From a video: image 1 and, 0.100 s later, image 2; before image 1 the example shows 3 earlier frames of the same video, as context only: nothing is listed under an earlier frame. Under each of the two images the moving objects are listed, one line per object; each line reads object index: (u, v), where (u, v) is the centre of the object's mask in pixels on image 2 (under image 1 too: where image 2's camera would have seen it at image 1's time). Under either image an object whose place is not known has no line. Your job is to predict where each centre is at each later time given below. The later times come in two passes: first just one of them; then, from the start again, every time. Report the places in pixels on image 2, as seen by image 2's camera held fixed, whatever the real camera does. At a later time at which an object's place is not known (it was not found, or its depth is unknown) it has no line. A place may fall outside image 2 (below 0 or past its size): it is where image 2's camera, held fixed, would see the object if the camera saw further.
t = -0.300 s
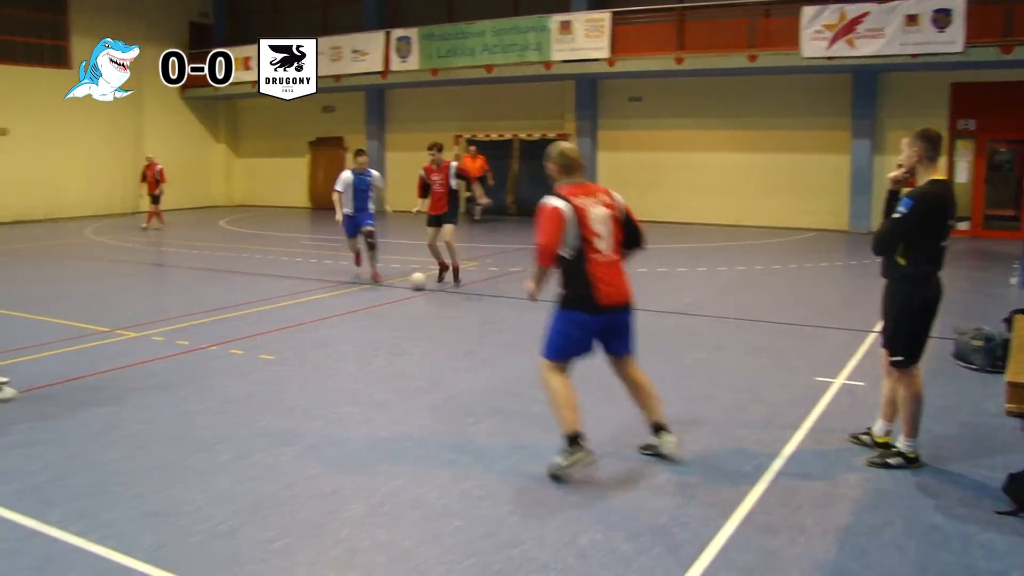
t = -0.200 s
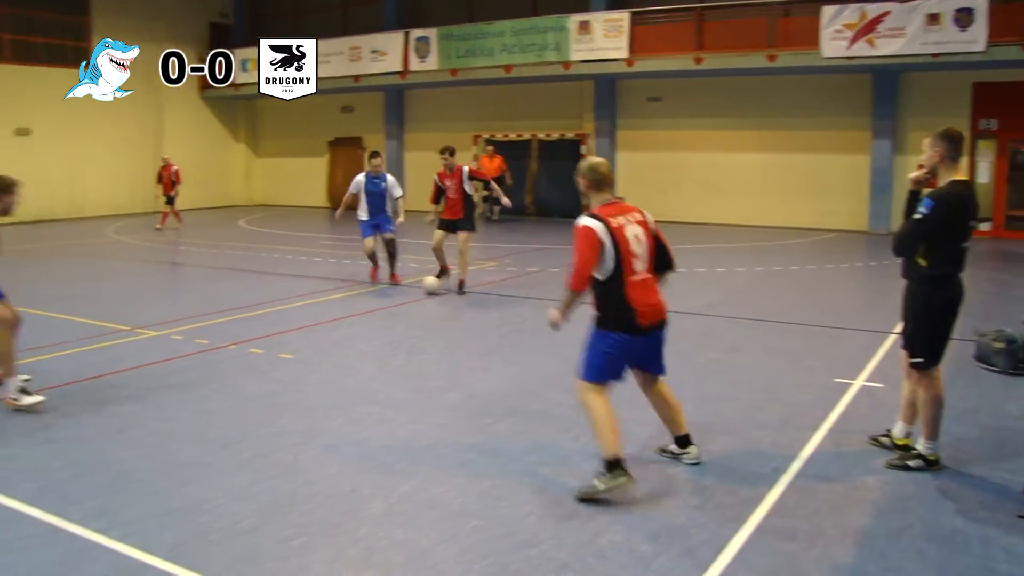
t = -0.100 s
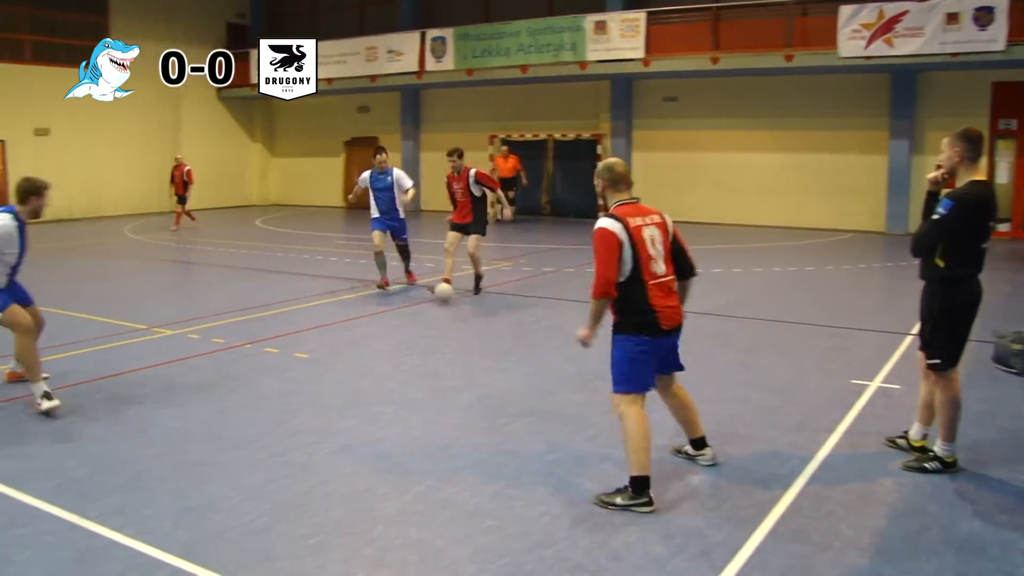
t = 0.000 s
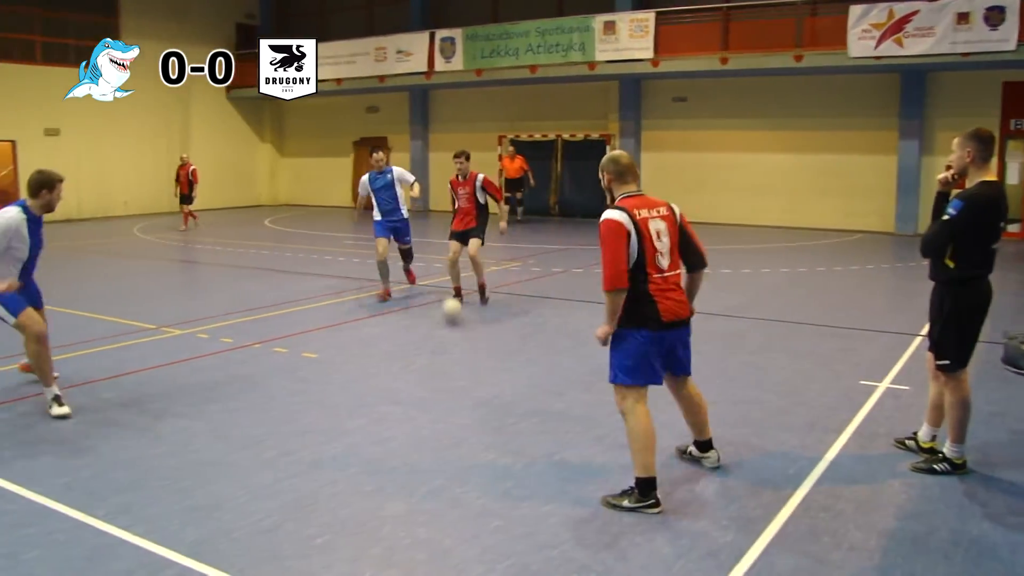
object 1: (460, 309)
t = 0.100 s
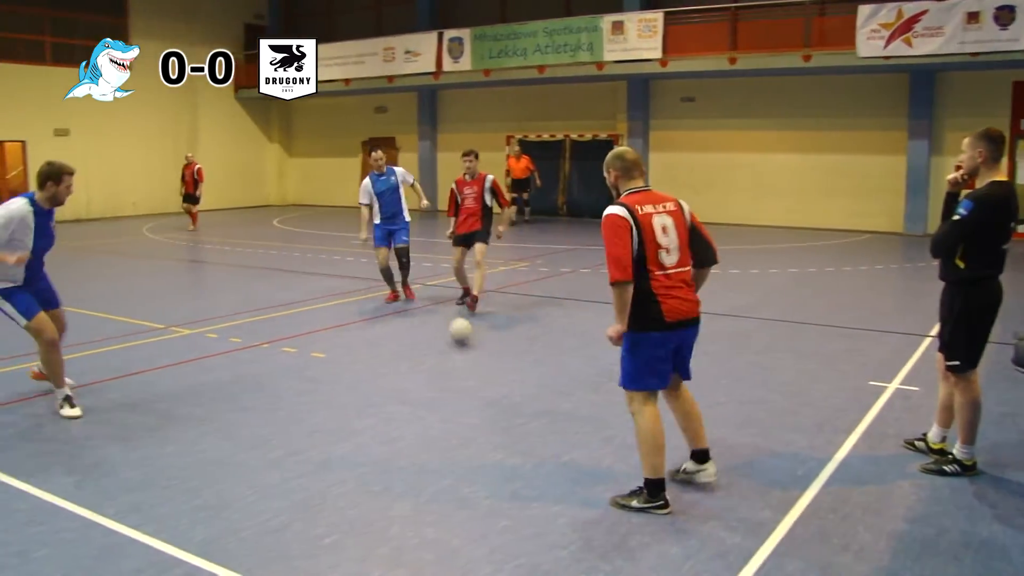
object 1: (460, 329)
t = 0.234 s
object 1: (463, 365)
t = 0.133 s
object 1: (461, 337)
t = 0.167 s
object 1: (462, 349)
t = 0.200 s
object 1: (462, 356)
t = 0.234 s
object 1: (463, 365)
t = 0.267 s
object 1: (463, 376)
